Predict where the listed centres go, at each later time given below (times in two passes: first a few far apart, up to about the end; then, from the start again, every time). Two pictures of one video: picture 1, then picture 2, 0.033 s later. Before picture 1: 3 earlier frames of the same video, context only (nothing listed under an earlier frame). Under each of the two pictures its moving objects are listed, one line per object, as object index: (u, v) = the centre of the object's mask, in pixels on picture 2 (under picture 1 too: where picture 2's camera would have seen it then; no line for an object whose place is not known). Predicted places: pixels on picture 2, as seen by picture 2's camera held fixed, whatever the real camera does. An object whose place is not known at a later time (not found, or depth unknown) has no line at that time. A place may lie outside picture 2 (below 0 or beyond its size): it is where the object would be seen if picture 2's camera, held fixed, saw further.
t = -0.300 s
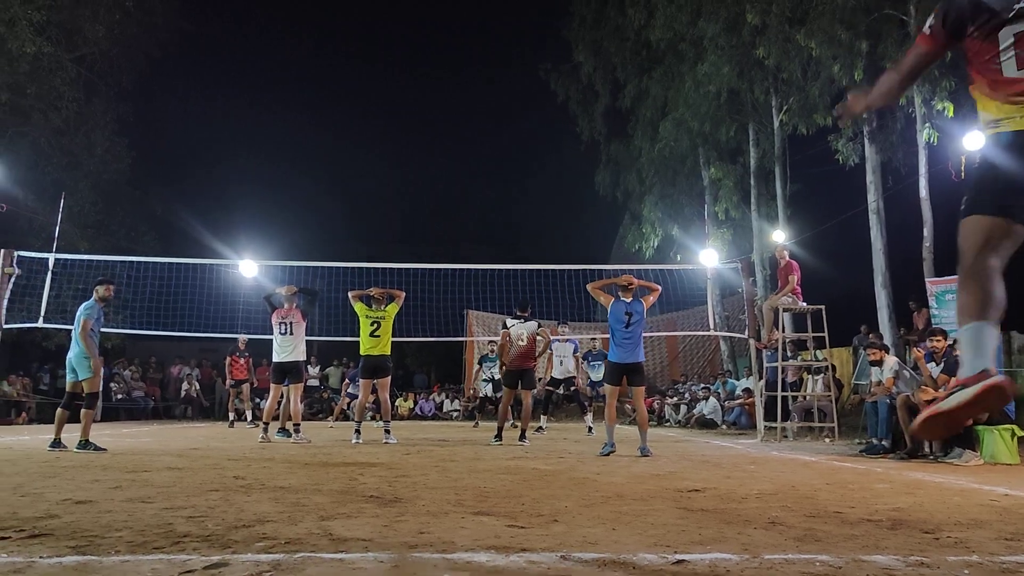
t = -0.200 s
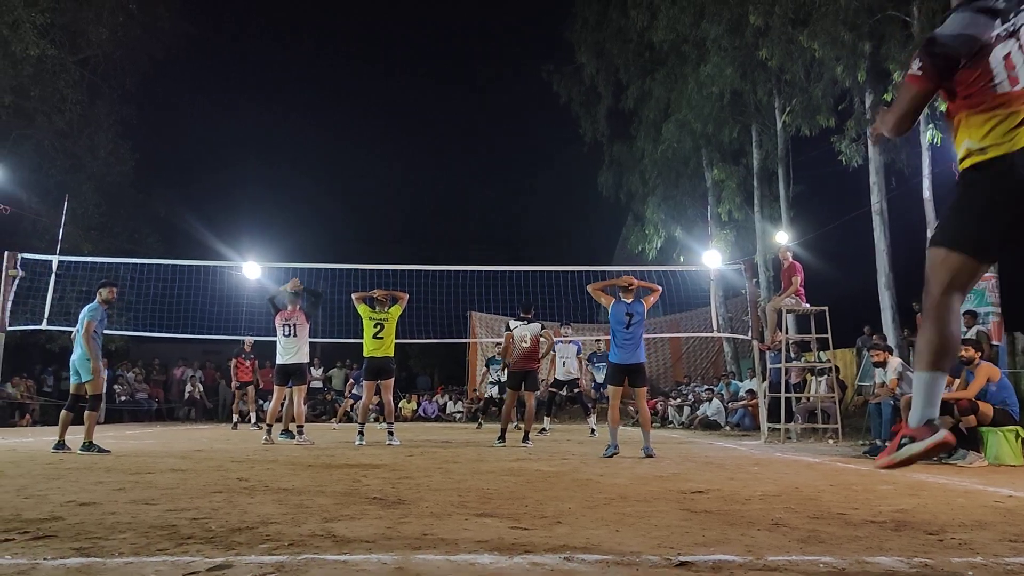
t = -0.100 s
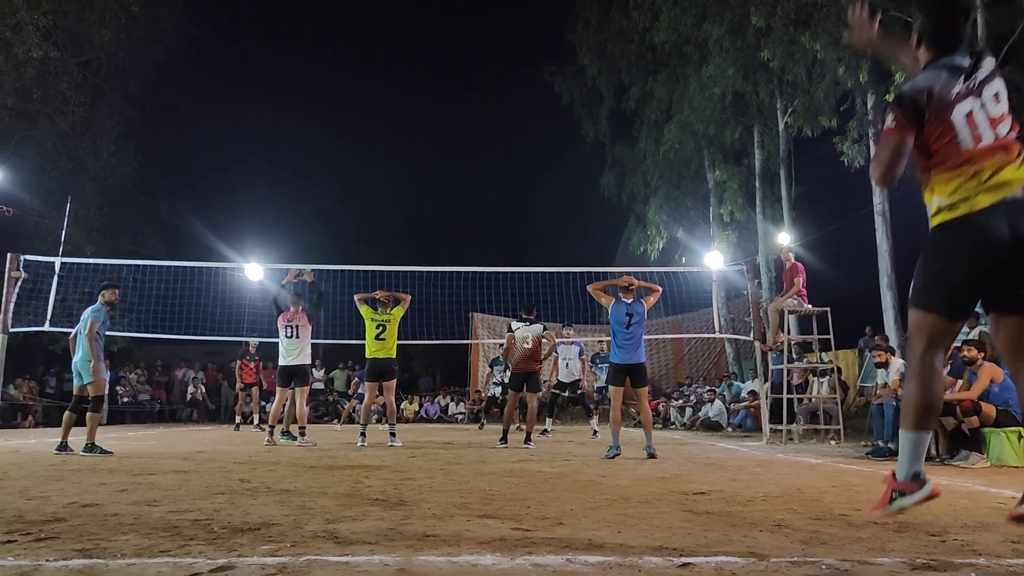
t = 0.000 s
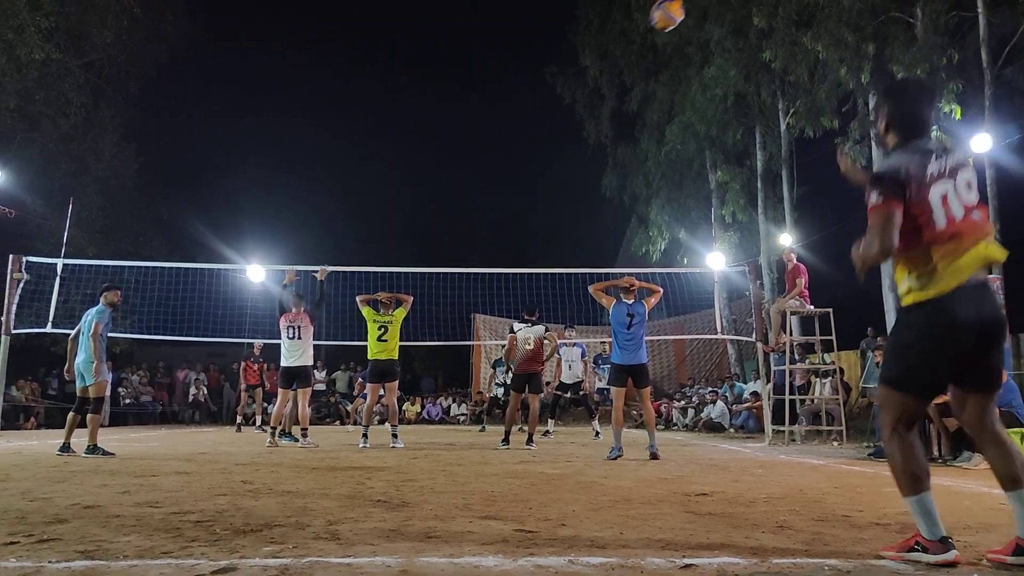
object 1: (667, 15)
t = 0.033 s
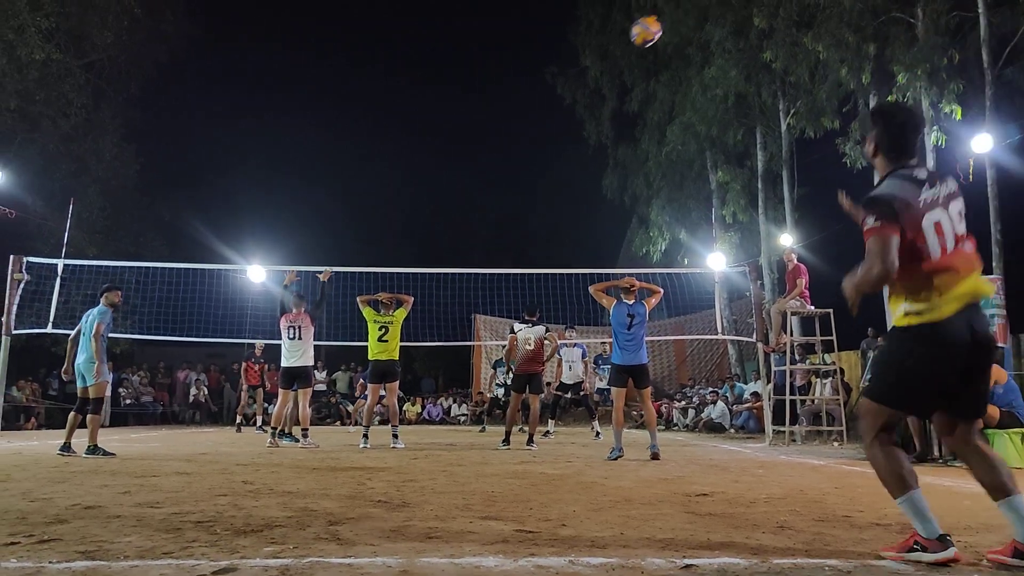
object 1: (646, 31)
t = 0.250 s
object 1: (555, 123)
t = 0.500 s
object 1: (505, 215)
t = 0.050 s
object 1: (636, 39)
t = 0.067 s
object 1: (627, 46)
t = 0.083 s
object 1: (618, 54)
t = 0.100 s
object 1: (610, 61)
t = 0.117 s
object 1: (603, 68)
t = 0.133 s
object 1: (595, 75)
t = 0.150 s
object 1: (588, 83)
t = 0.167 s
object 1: (582, 90)
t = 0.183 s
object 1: (576, 96)
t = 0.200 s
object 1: (570, 103)
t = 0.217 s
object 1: (565, 110)
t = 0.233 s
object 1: (560, 116)
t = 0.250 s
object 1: (555, 123)
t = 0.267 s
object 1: (550, 129)
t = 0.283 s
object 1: (545, 136)
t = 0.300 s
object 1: (541, 142)
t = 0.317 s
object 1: (537, 149)
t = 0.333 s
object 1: (533, 155)
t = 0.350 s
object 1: (530, 161)
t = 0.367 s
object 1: (526, 168)
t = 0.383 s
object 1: (523, 174)
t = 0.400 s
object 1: (520, 179)
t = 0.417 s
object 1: (517, 185)
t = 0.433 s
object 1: (515, 192)
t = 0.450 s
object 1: (512, 198)
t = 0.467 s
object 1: (510, 204)
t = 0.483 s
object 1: (507, 209)
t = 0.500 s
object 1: (505, 215)
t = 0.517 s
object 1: (502, 221)
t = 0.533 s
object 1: (500, 227)
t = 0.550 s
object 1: (498, 233)
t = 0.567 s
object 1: (496, 239)
